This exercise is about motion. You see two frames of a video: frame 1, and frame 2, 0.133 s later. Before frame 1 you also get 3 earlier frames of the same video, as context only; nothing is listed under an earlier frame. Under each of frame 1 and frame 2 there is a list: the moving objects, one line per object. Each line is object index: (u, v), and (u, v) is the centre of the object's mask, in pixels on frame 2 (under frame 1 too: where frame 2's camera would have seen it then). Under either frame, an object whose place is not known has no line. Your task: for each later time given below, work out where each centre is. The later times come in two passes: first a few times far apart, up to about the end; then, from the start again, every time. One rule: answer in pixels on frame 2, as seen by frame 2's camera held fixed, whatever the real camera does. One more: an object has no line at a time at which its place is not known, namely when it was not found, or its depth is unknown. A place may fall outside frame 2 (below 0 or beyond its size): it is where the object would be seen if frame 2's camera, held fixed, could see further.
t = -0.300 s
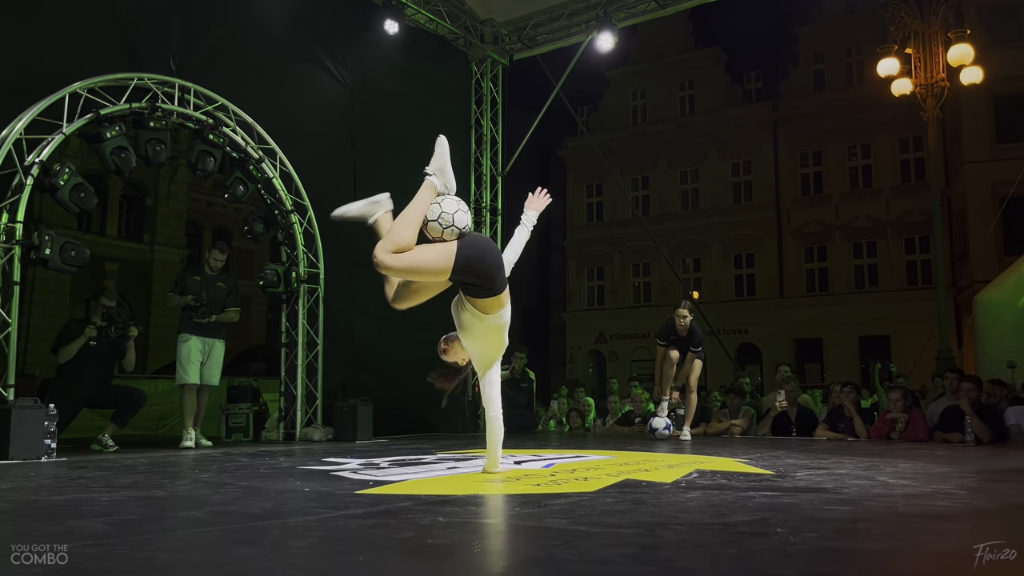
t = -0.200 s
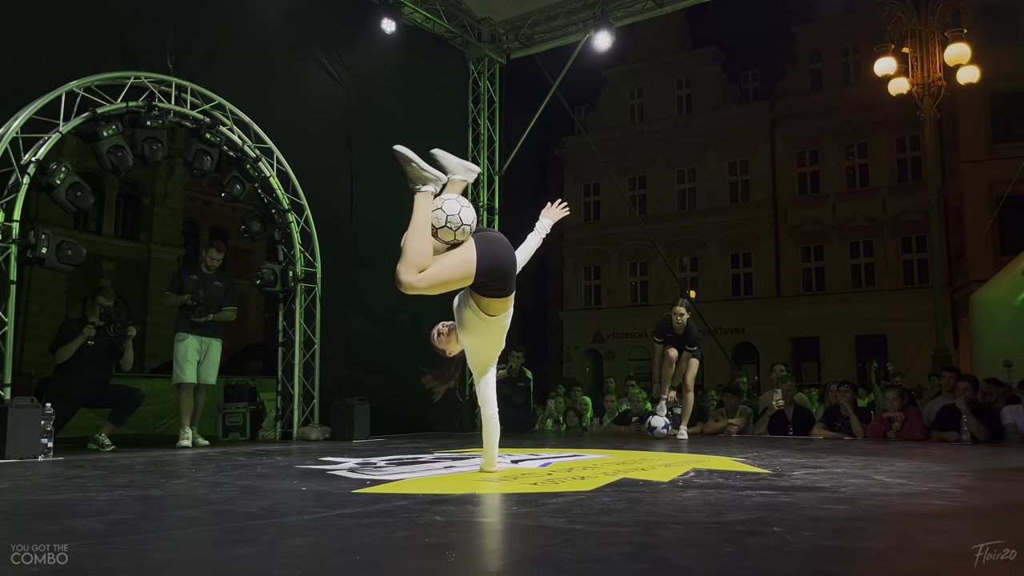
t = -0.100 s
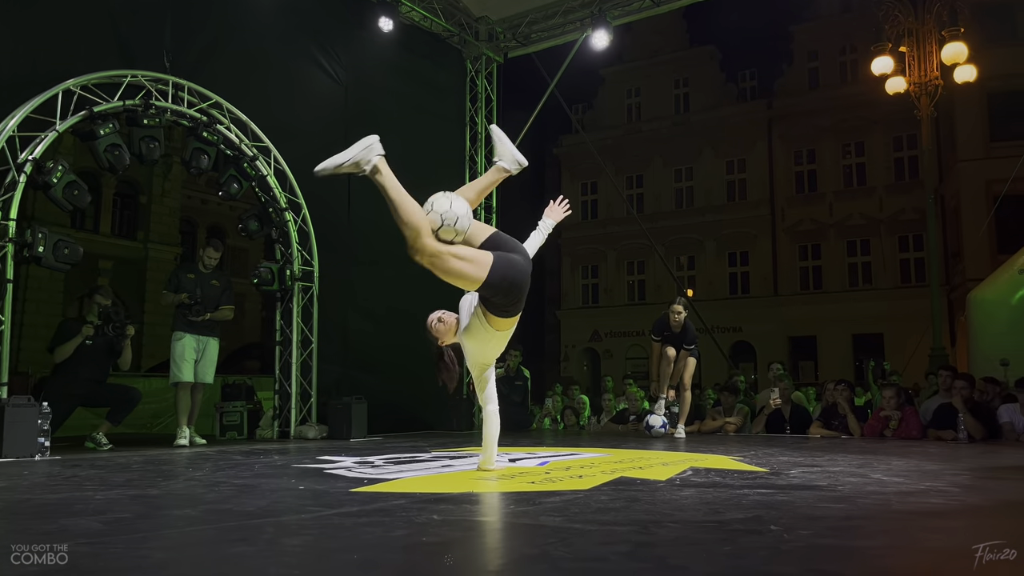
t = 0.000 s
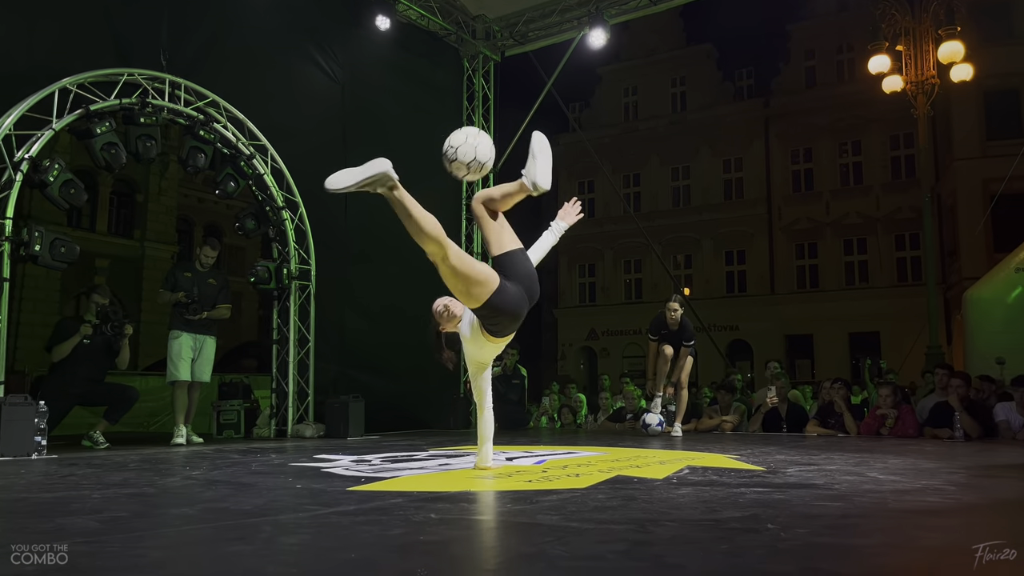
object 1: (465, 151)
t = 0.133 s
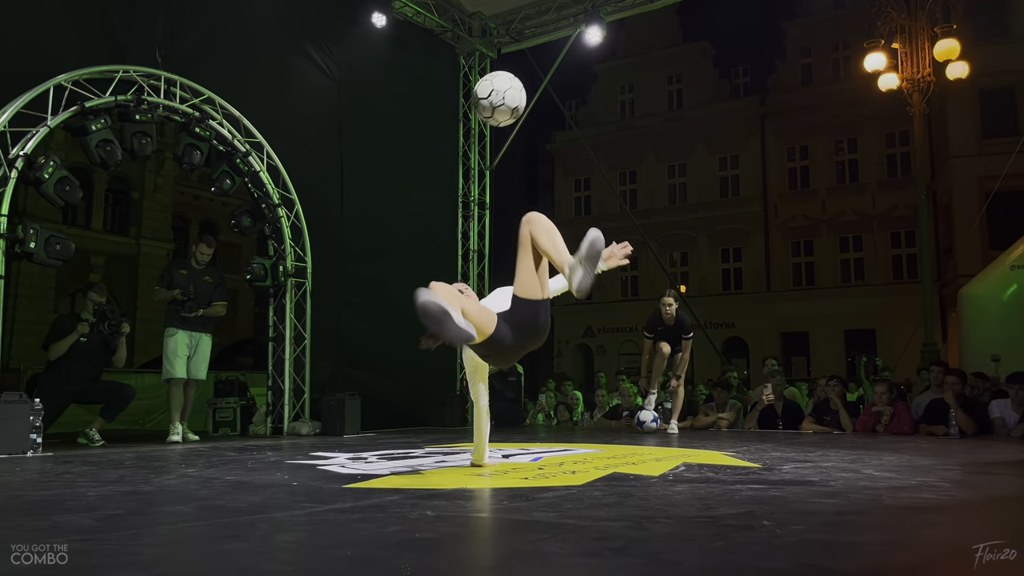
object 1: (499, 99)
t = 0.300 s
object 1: (543, 89)
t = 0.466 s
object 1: (589, 147)
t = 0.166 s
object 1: (508, 92)
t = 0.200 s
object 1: (517, 87)
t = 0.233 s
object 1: (525, 85)
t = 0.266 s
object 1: (534, 86)
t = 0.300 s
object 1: (543, 89)
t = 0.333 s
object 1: (552, 95)
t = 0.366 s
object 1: (561, 104)
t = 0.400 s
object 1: (571, 115)
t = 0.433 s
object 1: (580, 130)
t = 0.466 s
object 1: (589, 147)
